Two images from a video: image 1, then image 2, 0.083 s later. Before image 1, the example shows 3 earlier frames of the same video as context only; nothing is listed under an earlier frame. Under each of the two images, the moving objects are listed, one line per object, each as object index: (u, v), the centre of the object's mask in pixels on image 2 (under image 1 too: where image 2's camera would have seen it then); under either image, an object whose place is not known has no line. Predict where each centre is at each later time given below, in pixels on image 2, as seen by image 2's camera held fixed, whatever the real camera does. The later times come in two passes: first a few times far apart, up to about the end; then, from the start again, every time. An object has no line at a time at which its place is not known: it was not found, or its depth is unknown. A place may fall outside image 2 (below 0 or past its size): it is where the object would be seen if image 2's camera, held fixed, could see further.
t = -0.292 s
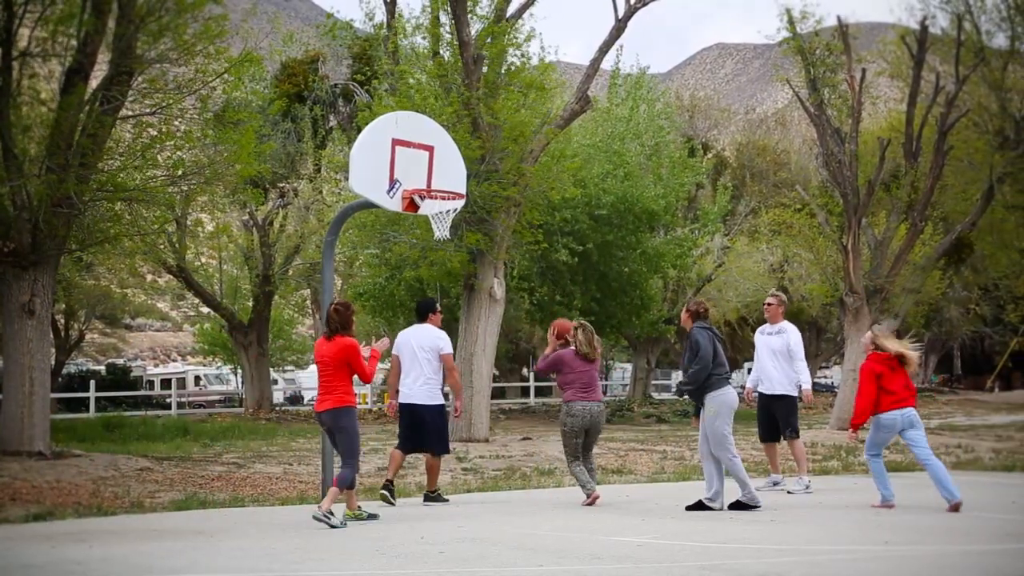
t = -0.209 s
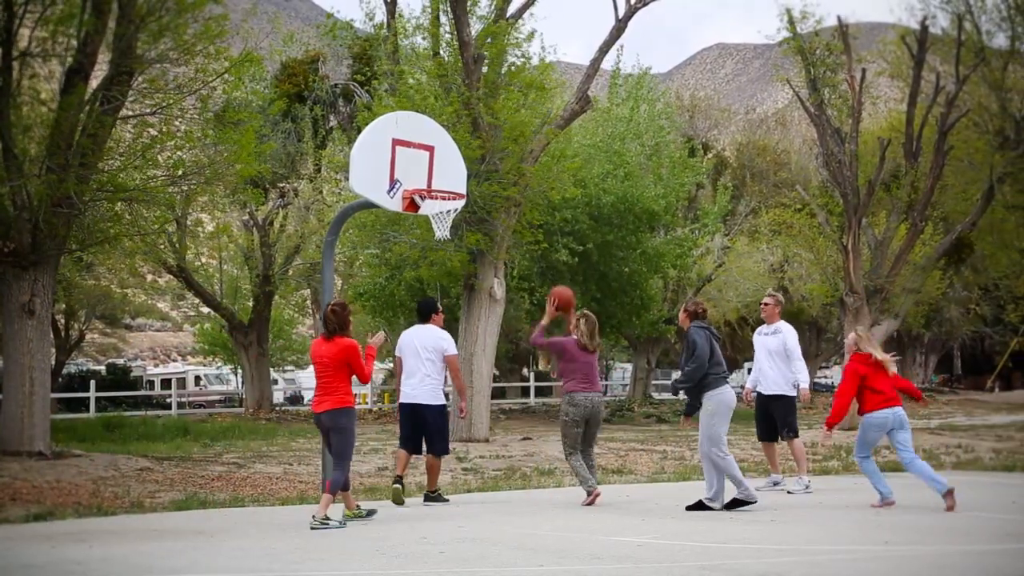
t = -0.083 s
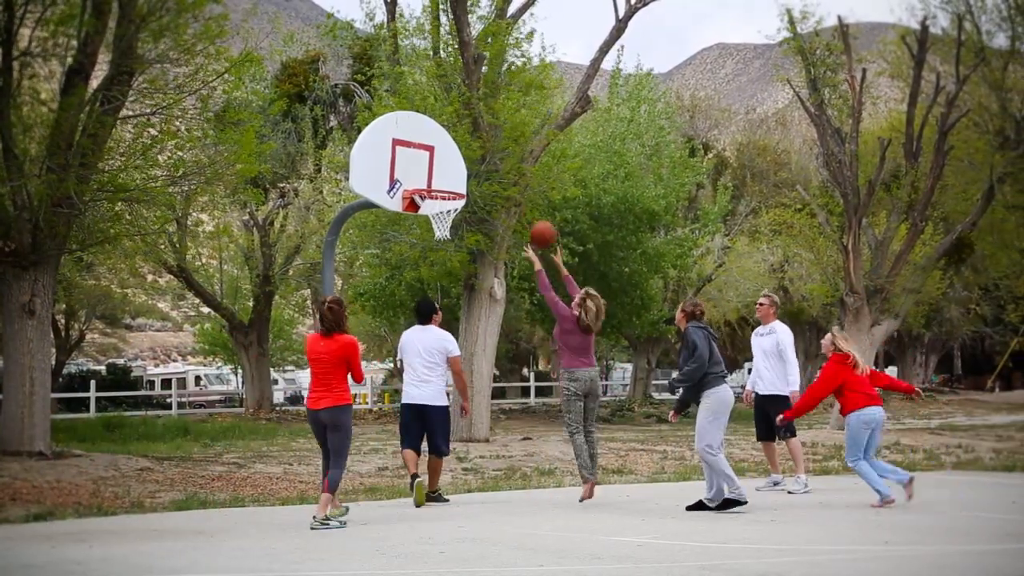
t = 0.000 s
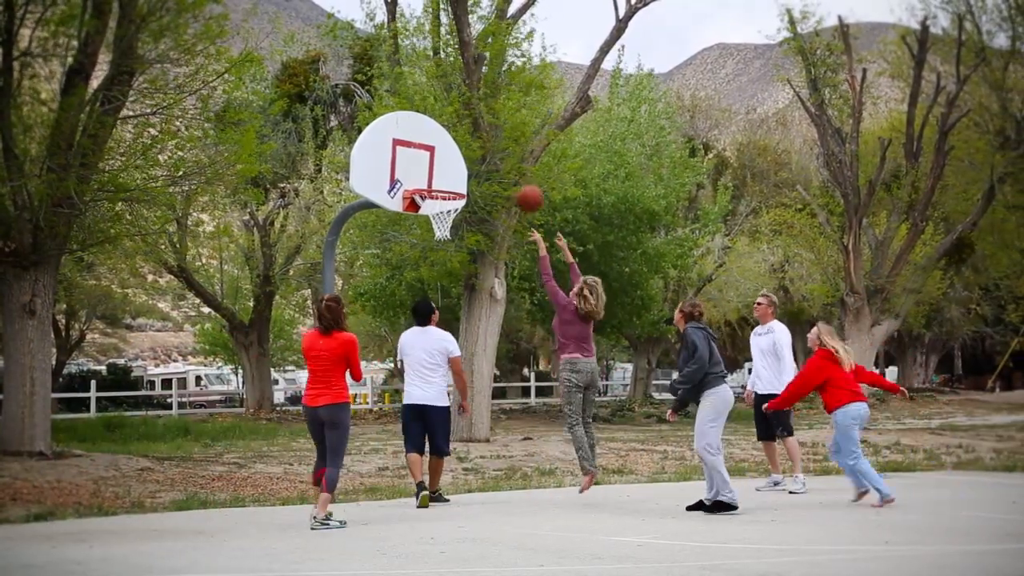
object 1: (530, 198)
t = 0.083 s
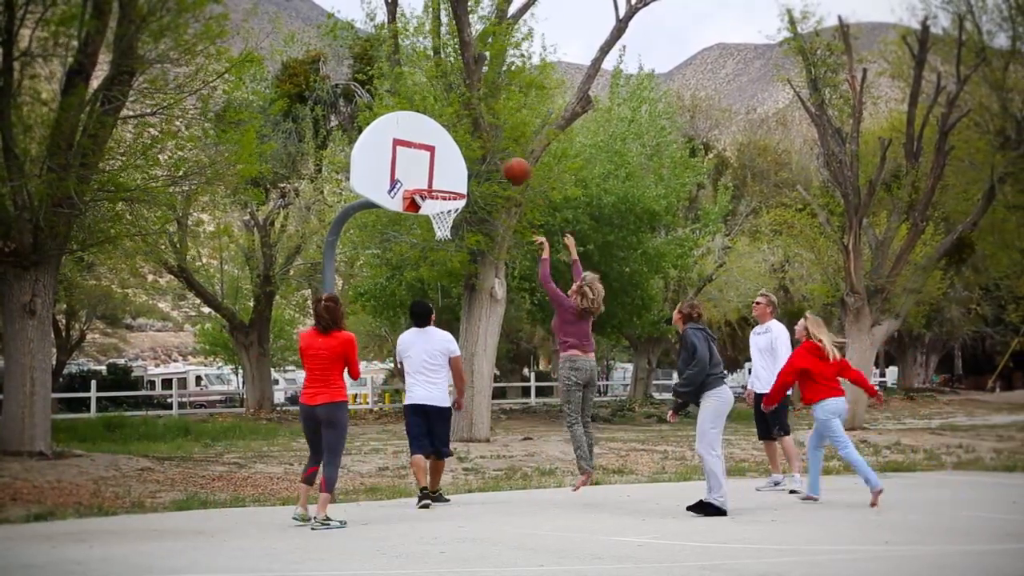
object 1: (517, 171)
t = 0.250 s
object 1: (492, 139)
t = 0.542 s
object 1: (450, 156)
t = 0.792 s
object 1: (441, 179)
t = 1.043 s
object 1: (451, 177)
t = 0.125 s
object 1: (511, 160)
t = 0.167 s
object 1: (505, 151)
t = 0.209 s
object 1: (498, 144)
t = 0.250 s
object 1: (492, 139)
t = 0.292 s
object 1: (486, 136)
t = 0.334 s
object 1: (480, 134)
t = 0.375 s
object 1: (474, 135)
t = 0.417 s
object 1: (468, 137)
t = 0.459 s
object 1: (462, 141)
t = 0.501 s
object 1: (457, 148)
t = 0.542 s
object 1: (450, 156)
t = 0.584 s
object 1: (445, 166)
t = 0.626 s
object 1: (439, 177)
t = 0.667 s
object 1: (436, 182)
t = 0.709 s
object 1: (437, 180)
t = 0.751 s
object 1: (439, 179)
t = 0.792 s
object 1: (441, 179)
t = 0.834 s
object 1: (443, 177)
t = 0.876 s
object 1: (444, 173)
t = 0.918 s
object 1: (446, 171)
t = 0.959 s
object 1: (447, 171)
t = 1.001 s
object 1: (449, 173)
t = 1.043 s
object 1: (451, 177)
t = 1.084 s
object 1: (453, 178)
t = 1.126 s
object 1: (455, 180)
